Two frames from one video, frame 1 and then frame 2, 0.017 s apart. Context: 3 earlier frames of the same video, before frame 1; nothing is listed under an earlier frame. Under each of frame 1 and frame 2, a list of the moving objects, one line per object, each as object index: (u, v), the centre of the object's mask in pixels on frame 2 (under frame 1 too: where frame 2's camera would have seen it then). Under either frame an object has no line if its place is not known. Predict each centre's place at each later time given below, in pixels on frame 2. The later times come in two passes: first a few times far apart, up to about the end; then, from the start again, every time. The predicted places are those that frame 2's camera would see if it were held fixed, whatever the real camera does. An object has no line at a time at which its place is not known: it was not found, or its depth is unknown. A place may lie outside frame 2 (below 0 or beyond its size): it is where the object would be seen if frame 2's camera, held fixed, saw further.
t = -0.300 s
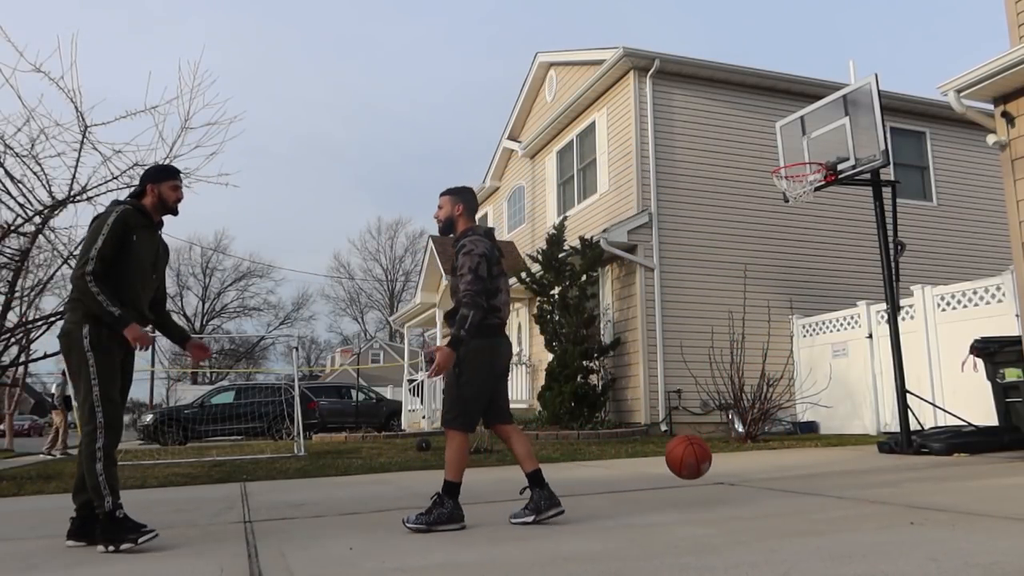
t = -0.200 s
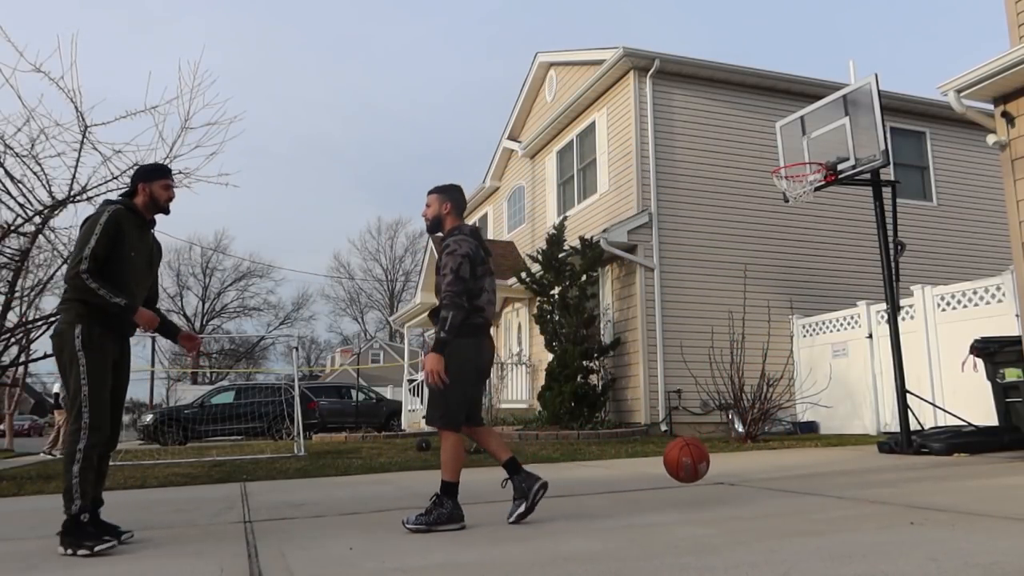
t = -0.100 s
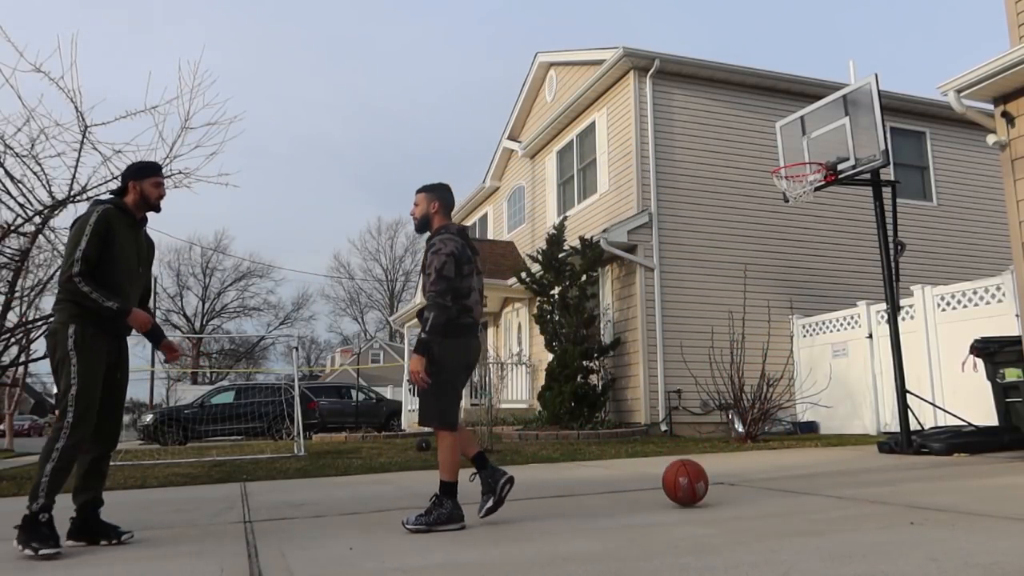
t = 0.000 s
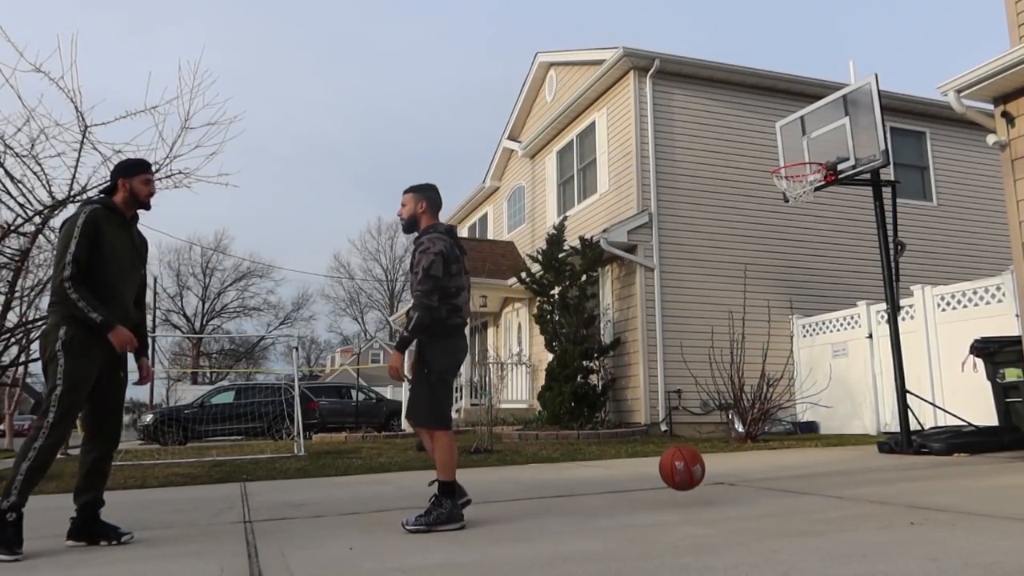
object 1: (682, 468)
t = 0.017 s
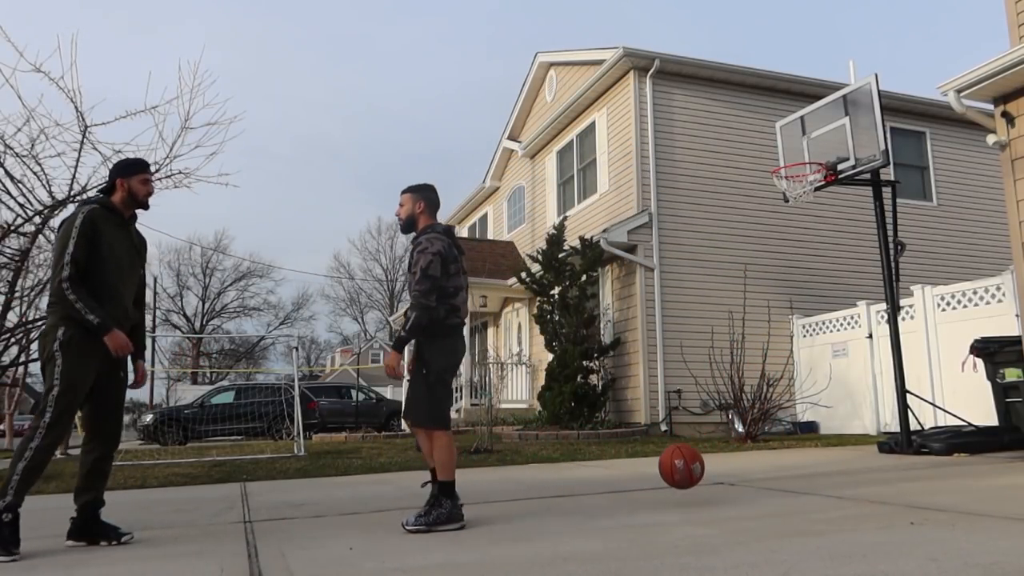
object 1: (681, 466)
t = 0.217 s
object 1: (676, 484)
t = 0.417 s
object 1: (669, 476)
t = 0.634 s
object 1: (661, 479)
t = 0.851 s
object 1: (652, 485)
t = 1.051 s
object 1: (641, 483)
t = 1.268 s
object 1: (627, 485)
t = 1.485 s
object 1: (610, 487)
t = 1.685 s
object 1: (593, 487)
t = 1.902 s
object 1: (573, 489)
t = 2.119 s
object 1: (553, 490)
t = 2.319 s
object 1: (535, 491)
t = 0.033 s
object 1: (681, 465)
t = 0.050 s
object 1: (680, 464)
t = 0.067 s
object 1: (680, 464)
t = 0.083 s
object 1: (679, 465)
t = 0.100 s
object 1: (679, 465)
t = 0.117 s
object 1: (678, 467)
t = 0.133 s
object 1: (678, 468)
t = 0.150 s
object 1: (678, 471)
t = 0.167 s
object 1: (677, 474)
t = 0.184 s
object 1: (677, 478)
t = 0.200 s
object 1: (677, 482)
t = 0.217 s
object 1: (676, 484)
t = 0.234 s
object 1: (676, 480)
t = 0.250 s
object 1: (675, 477)
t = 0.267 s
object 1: (674, 475)
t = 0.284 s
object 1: (674, 473)
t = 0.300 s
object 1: (673, 472)
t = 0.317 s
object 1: (672, 471)
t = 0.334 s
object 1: (672, 471)
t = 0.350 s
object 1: (671, 470)
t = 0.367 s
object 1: (671, 471)
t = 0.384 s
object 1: (670, 472)
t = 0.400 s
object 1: (670, 474)
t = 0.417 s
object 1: (669, 476)
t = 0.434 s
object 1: (669, 479)
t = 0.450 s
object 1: (669, 482)
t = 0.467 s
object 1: (668, 484)
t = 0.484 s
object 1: (667, 481)
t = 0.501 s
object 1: (666, 479)
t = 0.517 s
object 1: (666, 477)
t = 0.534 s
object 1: (665, 476)
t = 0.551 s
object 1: (664, 475)
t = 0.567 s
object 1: (664, 475)
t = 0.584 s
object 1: (663, 475)
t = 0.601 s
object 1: (662, 476)
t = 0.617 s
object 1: (662, 477)
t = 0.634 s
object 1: (661, 479)
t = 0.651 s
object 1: (660, 481)
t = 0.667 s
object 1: (660, 484)
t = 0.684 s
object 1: (659, 484)
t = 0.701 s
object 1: (658, 481)
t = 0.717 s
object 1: (658, 480)
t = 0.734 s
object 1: (657, 479)
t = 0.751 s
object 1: (656, 478)
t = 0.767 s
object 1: (656, 478)
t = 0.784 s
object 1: (655, 479)
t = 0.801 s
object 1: (654, 480)
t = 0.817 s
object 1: (654, 481)
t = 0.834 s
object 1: (653, 483)
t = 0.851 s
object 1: (652, 485)
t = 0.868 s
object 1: (651, 483)
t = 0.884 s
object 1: (650, 482)
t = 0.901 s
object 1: (649, 481)
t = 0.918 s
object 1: (649, 481)
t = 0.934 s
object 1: (648, 481)
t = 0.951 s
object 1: (647, 482)
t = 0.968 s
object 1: (646, 483)
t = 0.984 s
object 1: (645, 485)
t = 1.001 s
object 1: (644, 485)
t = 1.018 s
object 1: (643, 483)
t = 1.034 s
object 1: (642, 483)
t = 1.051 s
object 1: (641, 483)
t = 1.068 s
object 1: (640, 483)
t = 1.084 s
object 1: (639, 484)
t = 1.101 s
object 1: (638, 485)
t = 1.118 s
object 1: (637, 486)
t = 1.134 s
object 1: (636, 485)
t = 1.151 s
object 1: (635, 484)
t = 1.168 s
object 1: (634, 484)
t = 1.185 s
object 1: (633, 484)
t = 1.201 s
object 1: (632, 485)
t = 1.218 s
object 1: (631, 486)
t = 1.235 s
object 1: (629, 485)
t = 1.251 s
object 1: (628, 485)
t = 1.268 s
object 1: (627, 485)
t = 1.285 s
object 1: (626, 486)
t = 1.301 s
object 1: (625, 486)
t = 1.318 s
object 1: (623, 486)
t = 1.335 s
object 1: (622, 485)
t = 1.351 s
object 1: (621, 486)
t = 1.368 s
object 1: (620, 486)
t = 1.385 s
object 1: (618, 486)
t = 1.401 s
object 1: (617, 486)
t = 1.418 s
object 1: (616, 486)
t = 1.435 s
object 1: (614, 486)
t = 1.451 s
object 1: (613, 487)
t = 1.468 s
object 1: (612, 486)
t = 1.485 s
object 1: (610, 487)
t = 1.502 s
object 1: (609, 487)
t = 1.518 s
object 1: (607, 487)
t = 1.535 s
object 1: (606, 487)
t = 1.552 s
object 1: (605, 487)
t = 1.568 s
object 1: (603, 487)
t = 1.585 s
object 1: (602, 487)
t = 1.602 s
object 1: (600, 487)
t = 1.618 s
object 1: (599, 487)
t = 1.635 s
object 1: (597, 487)
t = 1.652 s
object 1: (596, 487)
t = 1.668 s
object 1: (594, 487)
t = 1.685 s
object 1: (593, 487)
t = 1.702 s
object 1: (591, 487)
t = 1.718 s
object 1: (590, 488)
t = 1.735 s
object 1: (589, 488)
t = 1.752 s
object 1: (587, 488)
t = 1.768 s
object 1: (586, 488)
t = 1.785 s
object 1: (584, 488)
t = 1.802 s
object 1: (583, 488)
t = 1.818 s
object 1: (581, 488)
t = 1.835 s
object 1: (580, 488)
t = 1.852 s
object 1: (578, 488)
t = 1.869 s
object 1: (576, 489)
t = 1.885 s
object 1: (575, 489)
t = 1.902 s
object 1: (573, 489)
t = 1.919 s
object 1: (572, 489)
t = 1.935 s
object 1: (570, 489)
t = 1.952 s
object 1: (569, 489)
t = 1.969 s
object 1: (567, 489)
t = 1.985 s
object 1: (566, 489)
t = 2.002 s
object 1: (564, 489)
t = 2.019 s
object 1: (563, 489)
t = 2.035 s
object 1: (561, 490)
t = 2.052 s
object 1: (560, 490)
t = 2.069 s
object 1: (558, 490)
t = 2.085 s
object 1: (557, 490)
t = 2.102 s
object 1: (555, 490)
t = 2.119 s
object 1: (553, 490)
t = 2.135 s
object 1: (552, 490)
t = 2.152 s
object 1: (550, 490)
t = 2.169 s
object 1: (549, 490)
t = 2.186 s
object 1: (547, 490)
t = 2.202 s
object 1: (546, 490)
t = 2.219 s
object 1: (544, 490)
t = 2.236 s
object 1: (543, 490)
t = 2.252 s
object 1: (541, 491)
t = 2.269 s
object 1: (540, 491)
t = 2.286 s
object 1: (538, 491)
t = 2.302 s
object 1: (537, 491)
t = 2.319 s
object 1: (535, 491)
